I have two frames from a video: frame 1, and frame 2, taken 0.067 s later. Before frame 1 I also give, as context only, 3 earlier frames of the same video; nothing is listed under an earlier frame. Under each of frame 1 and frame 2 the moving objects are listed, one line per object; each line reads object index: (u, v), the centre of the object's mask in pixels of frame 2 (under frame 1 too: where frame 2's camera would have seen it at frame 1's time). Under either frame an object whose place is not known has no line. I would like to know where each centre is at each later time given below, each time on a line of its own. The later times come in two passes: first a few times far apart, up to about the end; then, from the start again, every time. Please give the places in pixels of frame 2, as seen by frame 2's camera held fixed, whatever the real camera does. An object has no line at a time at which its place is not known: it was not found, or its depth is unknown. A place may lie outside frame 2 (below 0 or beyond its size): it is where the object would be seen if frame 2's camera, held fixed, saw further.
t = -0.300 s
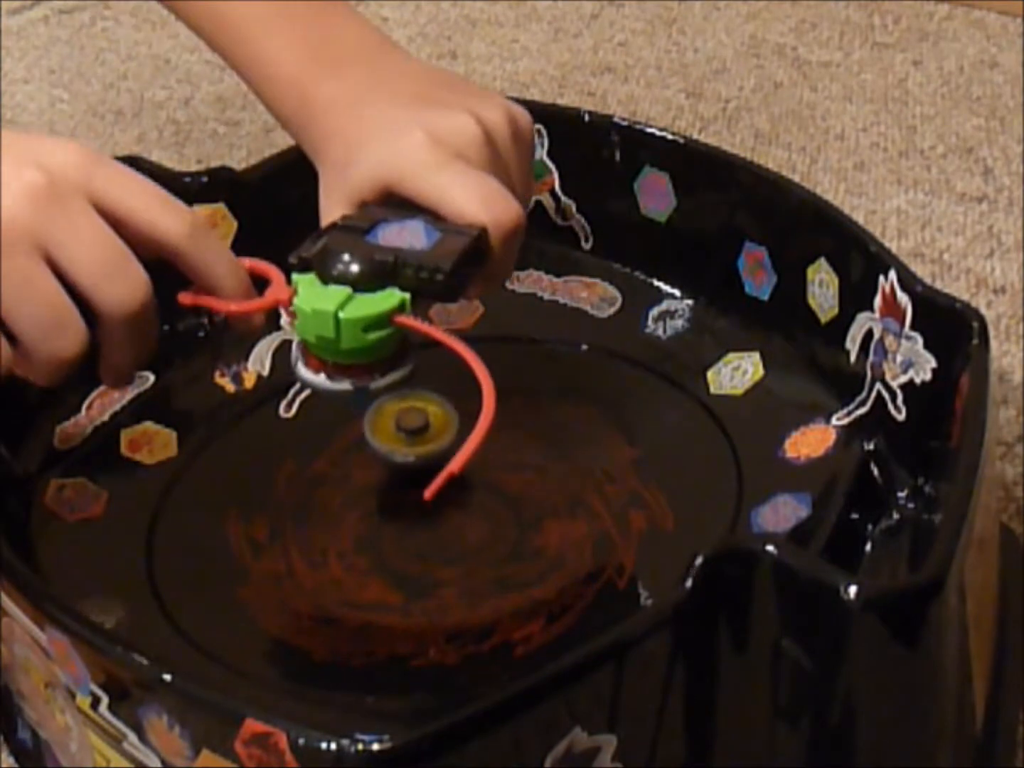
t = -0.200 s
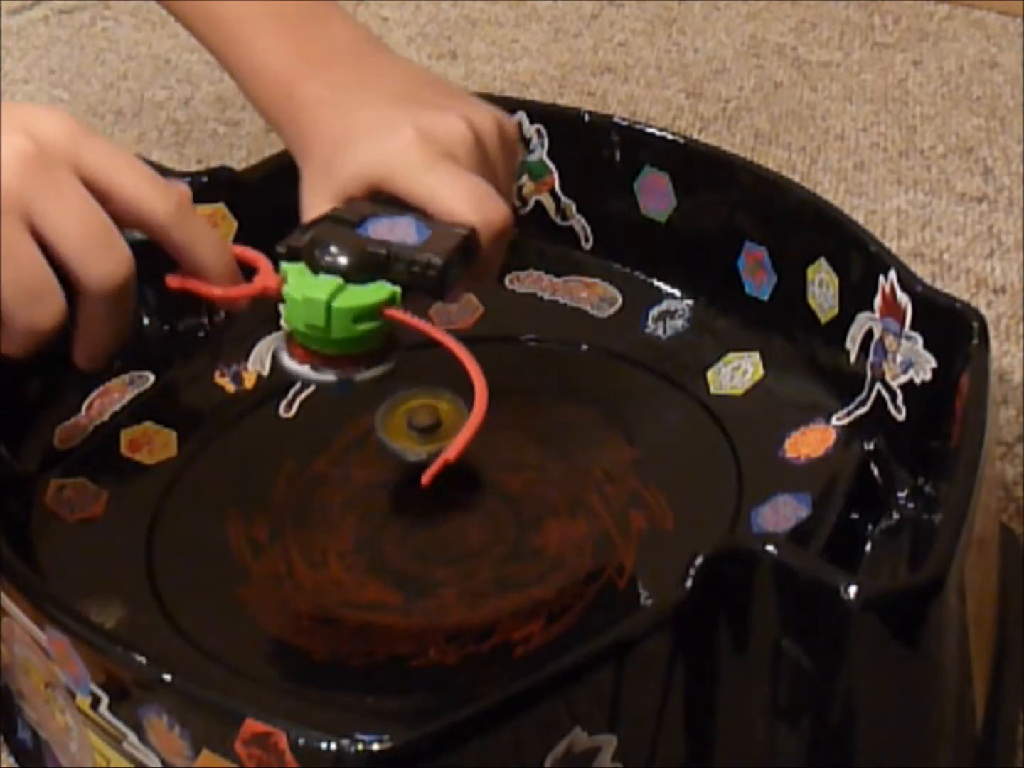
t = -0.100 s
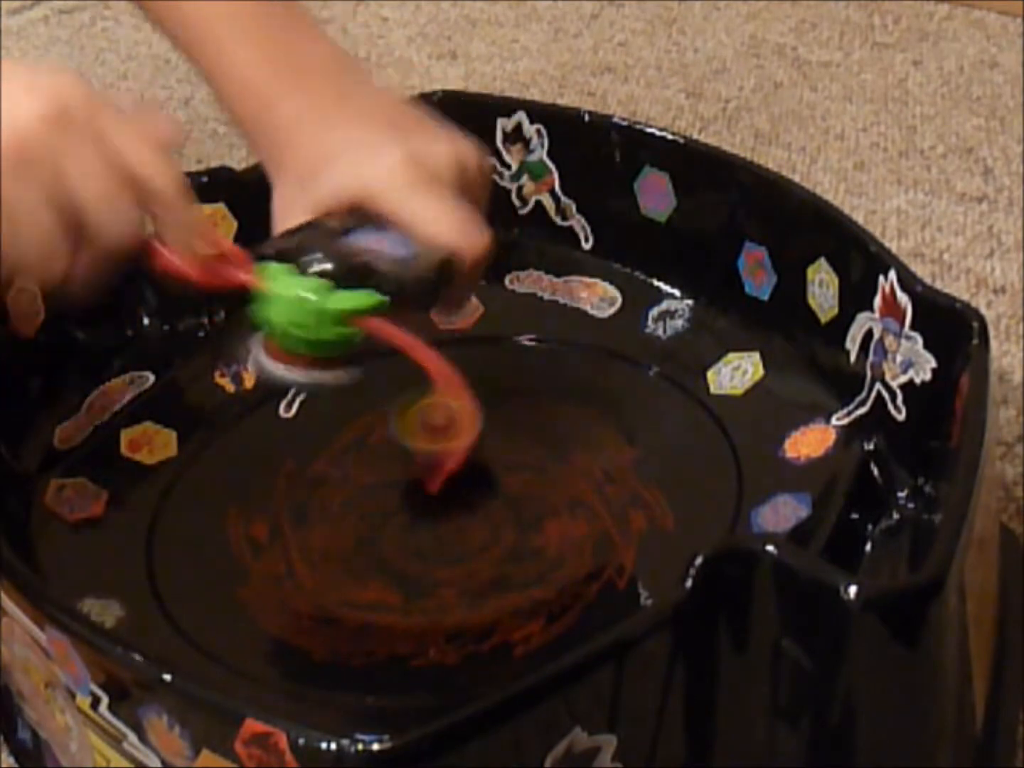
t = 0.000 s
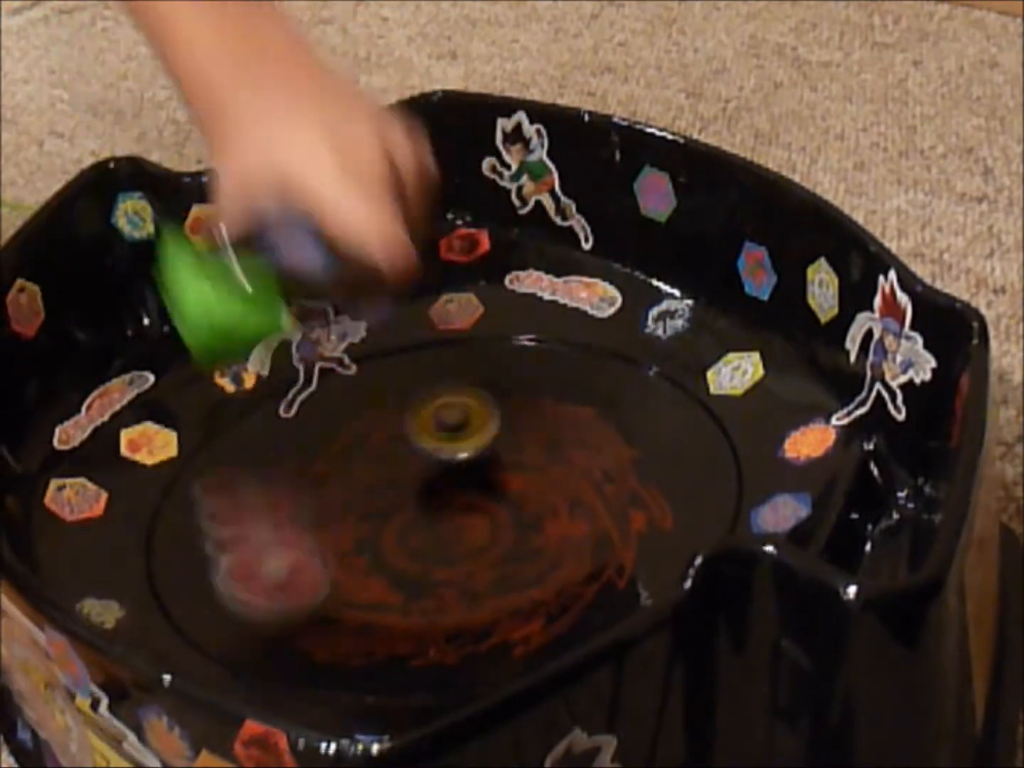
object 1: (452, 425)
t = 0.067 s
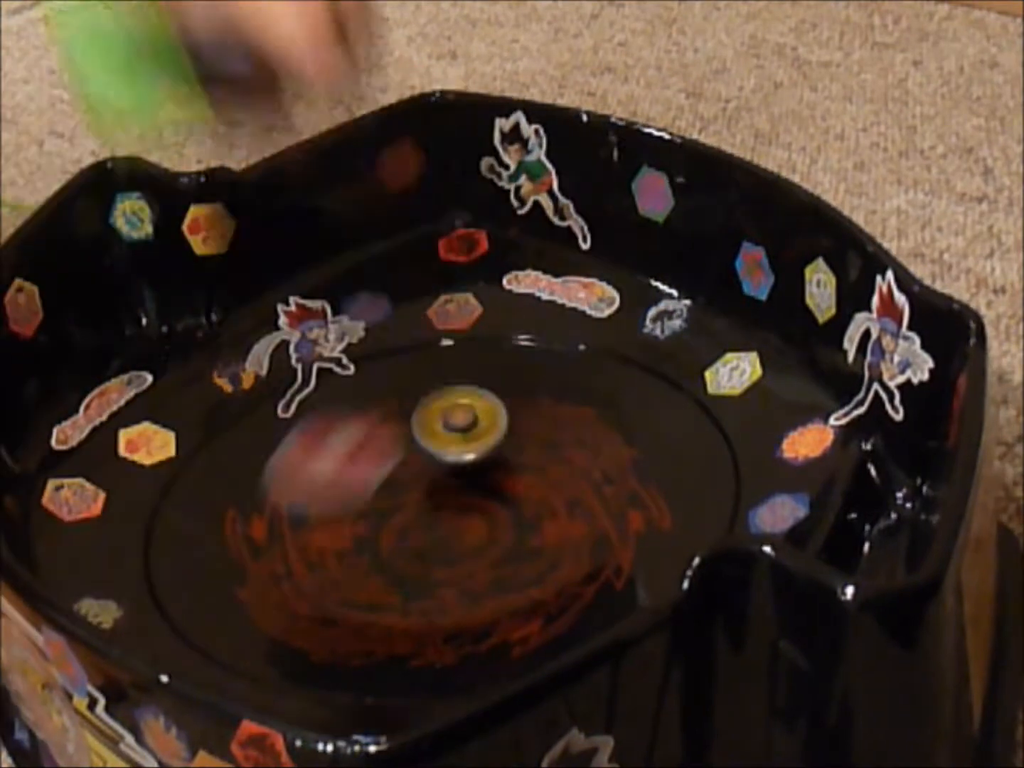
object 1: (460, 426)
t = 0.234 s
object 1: (481, 427)
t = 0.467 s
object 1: (509, 436)
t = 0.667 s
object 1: (460, 467)
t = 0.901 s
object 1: (421, 504)
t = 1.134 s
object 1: (468, 536)
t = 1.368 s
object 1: (506, 557)
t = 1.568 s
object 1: (536, 552)
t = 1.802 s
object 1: (525, 535)
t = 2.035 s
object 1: (511, 548)
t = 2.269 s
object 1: (496, 568)
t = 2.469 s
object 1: (471, 572)
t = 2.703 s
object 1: (680, 518)
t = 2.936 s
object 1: (640, 480)
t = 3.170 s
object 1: (487, 468)
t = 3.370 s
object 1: (428, 466)
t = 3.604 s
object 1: (378, 468)
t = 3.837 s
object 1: (175, 612)
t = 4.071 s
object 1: (277, 670)
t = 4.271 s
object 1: (378, 629)
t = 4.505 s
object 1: (479, 516)
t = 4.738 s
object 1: (501, 471)
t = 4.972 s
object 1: (505, 434)
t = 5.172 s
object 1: (490, 420)
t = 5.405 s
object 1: (463, 422)
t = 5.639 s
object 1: (458, 430)
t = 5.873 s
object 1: (471, 431)
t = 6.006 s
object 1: (480, 434)
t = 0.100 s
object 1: (471, 433)
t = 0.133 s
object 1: (481, 440)
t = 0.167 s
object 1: (475, 462)
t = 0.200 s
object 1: (459, 426)
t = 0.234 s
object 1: (481, 427)
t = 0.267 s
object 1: (489, 432)
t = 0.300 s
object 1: (493, 434)
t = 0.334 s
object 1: (497, 434)
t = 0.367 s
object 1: (500, 434)
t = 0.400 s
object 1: (503, 434)
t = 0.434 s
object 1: (506, 435)
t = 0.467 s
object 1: (509, 436)
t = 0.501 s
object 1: (513, 438)
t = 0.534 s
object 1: (516, 439)
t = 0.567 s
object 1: (507, 444)
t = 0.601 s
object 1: (491, 452)
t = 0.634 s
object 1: (475, 460)
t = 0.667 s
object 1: (460, 467)
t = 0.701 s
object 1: (447, 471)
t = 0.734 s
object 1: (438, 484)
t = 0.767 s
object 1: (429, 489)
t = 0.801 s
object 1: (423, 493)
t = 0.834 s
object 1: (419, 497)
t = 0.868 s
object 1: (419, 501)
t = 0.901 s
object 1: (421, 504)
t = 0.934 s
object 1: (426, 507)
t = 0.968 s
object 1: (432, 512)
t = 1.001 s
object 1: (439, 514)
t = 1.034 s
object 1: (445, 516)
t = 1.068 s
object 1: (452, 521)
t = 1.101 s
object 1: (459, 525)
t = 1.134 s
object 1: (468, 536)
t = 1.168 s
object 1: (473, 538)
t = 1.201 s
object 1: (479, 541)
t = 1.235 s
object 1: (485, 544)
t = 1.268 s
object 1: (490, 548)
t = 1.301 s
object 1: (494, 550)
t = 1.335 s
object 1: (500, 554)
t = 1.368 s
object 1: (506, 557)
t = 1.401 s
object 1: (513, 560)
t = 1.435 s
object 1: (520, 560)
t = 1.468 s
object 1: (526, 560)
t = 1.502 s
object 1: (531, 561)
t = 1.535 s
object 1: (535, 560)
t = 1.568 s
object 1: (536, 552)
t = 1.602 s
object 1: (538, 549)
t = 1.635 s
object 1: (540, 552)
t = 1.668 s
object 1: (540, 551)
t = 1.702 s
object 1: (534, 541)
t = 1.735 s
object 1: (531, 538)
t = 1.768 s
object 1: (528, 536)
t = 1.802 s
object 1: (525, 535)
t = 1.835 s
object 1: (523, 541)
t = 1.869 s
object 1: (521, 541)
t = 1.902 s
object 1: (519, 543)
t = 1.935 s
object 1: (517, 544)
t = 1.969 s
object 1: (515, 547)
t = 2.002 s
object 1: (514, 550)
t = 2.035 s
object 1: (511, 548)
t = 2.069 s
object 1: (509, 551)
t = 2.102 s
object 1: (510, 561)
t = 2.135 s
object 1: (508, 563)
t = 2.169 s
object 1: (506, 564)
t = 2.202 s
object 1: (502, 566)
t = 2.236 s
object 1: (499, 567)
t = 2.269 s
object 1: (496, 568)
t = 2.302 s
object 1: (491, 569)
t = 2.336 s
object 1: (487, 569)
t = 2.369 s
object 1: (483, 570)
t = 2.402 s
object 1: (479, 570)
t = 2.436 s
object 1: (475, 571)
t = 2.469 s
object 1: (471, 572)
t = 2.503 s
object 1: (466, 572)
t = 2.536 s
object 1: (483, 572)
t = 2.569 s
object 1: (538, 568)
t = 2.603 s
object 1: (583, 559)
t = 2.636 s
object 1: (630, 546)
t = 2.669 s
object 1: (659, 535)
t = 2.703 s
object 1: (680, 518)
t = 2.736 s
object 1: (691, 512)
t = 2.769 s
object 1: (695, 500)
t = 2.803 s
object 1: (693, 498)
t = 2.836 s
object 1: (687, 496)
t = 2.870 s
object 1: (675, 493)
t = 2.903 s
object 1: (657, 483)
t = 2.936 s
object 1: (640, 480)
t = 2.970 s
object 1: (620, 482)
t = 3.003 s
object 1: (598, 479)
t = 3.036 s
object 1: (577, 481)
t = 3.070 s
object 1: (549, 479)
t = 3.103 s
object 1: (526, 472)
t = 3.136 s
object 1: (504, 466)
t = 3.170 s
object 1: (487, 468)
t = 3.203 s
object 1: (475, 469)
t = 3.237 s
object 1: (462, 470)
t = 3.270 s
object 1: (452, 469)
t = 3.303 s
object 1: (443, 467)
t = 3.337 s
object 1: (436, 467)
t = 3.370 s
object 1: (428, 466)
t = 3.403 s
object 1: (420, 466)
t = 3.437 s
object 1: (412, 471)
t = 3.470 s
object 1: (405, 471)
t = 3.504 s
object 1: (398, 470)
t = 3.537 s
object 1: (391, 465)
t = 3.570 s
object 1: (384, 468)
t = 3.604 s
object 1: (378, 468)
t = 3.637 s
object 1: (370, 467)
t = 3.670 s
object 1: (347, 476)
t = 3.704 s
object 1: (301, 508)
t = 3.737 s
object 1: (255, 542)
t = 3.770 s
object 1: (218, 571)
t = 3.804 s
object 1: (187, 595)
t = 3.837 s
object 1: (175, 612)
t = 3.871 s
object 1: (175, 632)
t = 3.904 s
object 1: (182, 644)
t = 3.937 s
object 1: (202, 655)
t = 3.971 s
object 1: (223, 663)
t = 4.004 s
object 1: (243, 668)
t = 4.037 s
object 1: (260, 670)
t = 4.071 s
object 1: (277, 670)
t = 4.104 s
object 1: (293, 668)
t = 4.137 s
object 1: (311, 662)
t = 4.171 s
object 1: (324, 657)
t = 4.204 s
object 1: (342, 651)
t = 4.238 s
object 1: (359, 640)
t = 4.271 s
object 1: (378, 629)
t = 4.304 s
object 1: (396, 617)
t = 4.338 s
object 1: (415, 603)
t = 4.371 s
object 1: (434, 586)
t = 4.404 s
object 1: (448, 567)
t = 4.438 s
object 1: (460, 549)
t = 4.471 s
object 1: (470, 532)
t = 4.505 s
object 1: (479, 516)
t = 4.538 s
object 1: (485, 502)
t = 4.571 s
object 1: (489, 491)
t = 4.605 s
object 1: (495, 487)
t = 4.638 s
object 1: (497, 481)
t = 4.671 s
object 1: (498, 475)
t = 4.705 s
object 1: (500, 474)
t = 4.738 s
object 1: (501, 471)
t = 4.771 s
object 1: (502, 460)
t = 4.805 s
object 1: (502, 456)
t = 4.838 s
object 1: (503, 452)
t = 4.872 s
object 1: (504, 451)
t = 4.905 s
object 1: (504, 444)
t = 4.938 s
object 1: (505, 438)
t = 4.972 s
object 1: (505, 434)
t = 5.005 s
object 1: (504, 430)
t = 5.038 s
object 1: (503, 431)
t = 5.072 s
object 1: (500, 425)
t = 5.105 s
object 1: (499, 425)
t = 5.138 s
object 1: (497, 424)
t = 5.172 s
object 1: (490, 420)
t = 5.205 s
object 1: (487, 420)
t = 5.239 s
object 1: (485, 423)
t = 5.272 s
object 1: (480, 422)
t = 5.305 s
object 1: (474, 420)
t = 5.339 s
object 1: (472, 422)
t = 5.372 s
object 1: (466, 421)
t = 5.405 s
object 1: (463, 422)
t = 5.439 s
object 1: (460, 423)
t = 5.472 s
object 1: (458, 424)
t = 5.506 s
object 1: (456, 425)
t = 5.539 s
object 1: (456, 427)
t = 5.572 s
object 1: (456, 429)
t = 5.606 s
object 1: (456, 429)
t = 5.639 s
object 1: (458, 430)
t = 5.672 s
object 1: (460, 430)
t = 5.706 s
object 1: (462, 430)
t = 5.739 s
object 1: (464, 430)
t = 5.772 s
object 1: (466, 429)
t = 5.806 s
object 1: (468, 430)
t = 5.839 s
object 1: (469, 430)
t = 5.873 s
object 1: (471, 431)
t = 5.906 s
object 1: (473, 432)
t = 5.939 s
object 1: (475, 432)
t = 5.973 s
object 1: (478, 433)
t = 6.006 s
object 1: (480, 434)
